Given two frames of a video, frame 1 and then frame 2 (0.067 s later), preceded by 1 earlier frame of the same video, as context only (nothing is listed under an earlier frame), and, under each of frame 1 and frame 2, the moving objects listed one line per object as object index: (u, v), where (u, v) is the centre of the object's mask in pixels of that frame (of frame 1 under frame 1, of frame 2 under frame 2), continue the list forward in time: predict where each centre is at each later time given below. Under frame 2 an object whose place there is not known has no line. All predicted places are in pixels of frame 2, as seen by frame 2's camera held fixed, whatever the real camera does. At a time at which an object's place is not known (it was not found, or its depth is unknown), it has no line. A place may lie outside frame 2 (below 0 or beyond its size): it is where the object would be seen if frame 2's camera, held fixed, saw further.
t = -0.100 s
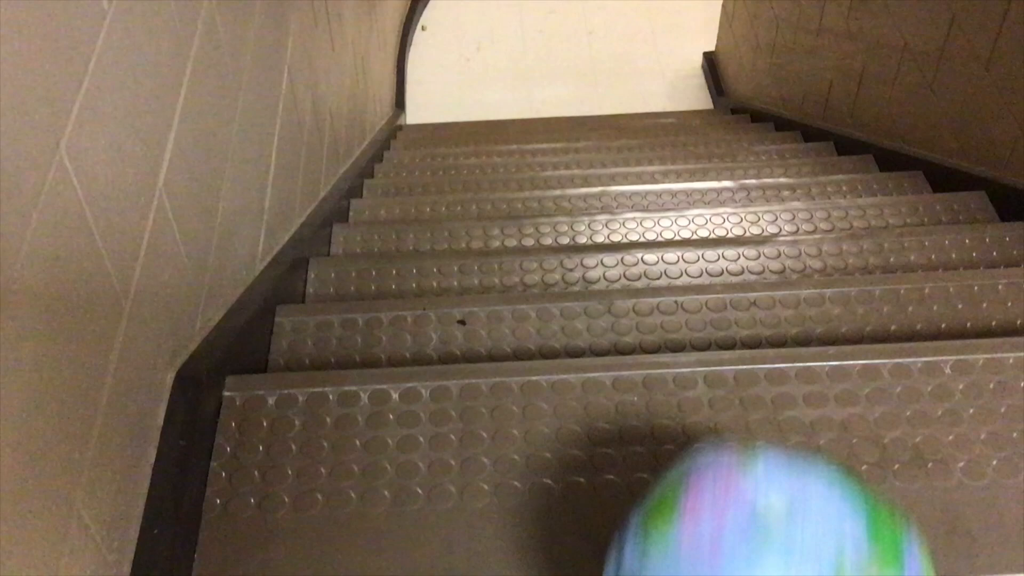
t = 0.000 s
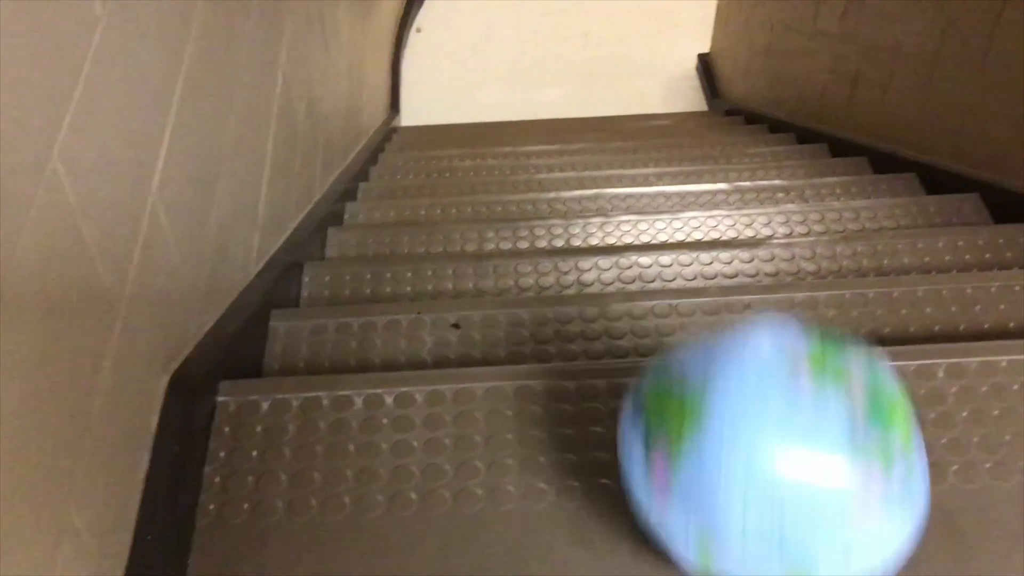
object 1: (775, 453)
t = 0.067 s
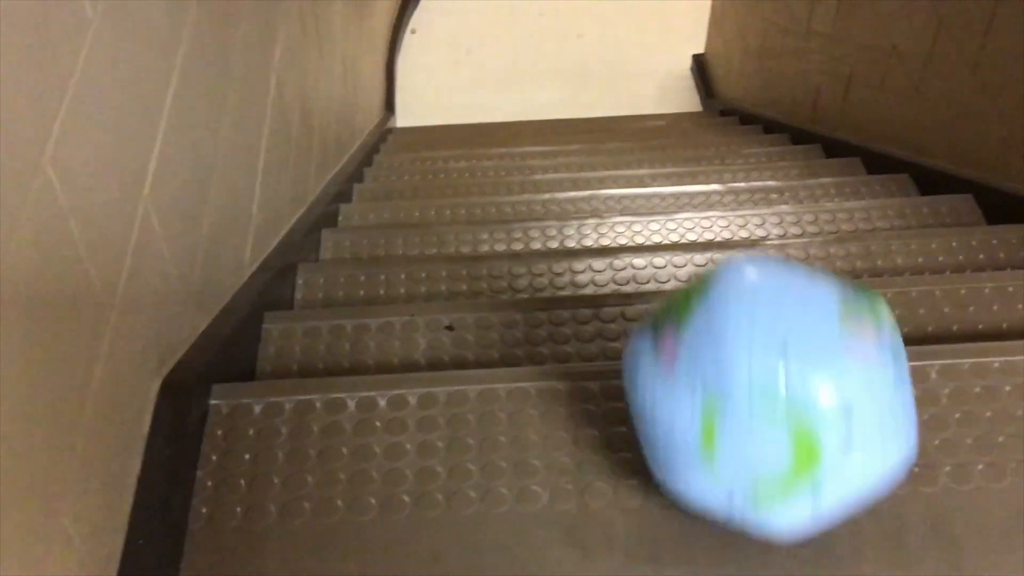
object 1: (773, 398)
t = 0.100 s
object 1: (773, 373)
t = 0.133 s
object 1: (772, 355)
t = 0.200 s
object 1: (778, 305)
